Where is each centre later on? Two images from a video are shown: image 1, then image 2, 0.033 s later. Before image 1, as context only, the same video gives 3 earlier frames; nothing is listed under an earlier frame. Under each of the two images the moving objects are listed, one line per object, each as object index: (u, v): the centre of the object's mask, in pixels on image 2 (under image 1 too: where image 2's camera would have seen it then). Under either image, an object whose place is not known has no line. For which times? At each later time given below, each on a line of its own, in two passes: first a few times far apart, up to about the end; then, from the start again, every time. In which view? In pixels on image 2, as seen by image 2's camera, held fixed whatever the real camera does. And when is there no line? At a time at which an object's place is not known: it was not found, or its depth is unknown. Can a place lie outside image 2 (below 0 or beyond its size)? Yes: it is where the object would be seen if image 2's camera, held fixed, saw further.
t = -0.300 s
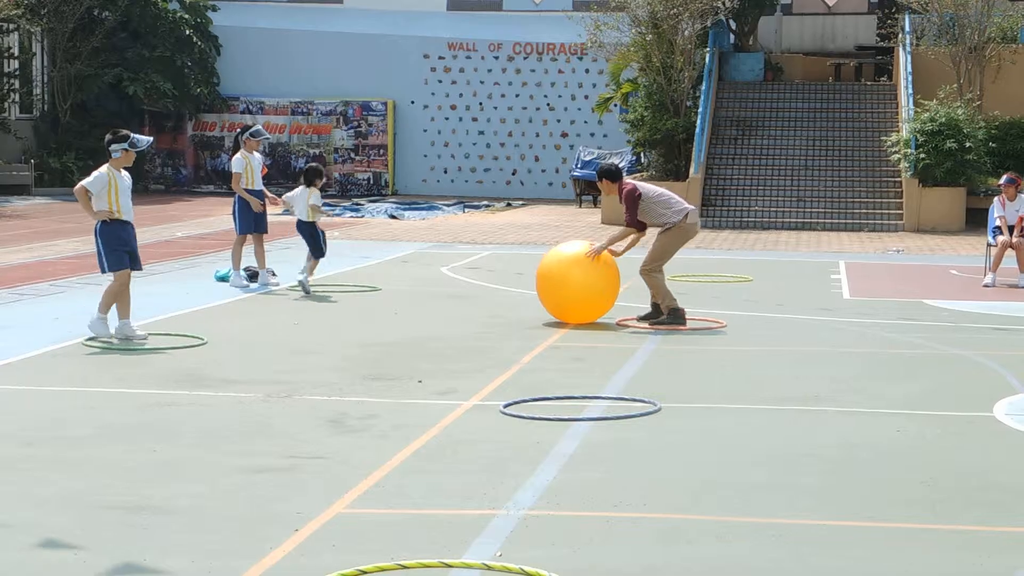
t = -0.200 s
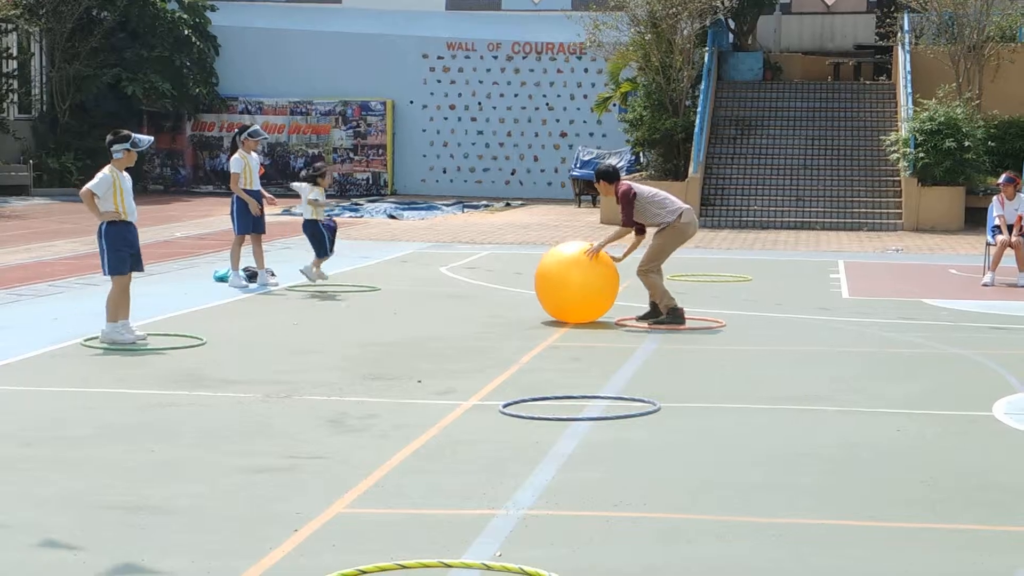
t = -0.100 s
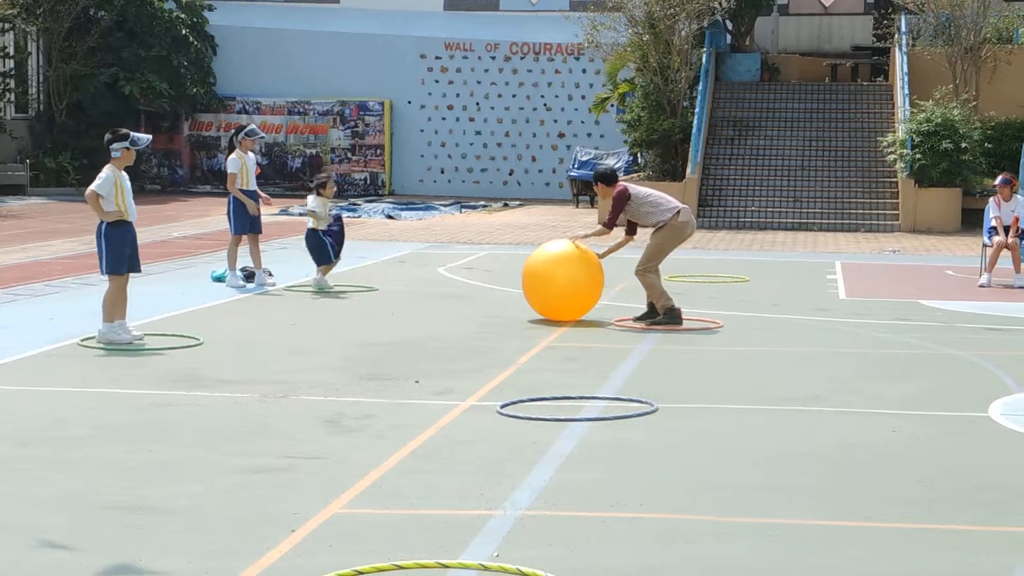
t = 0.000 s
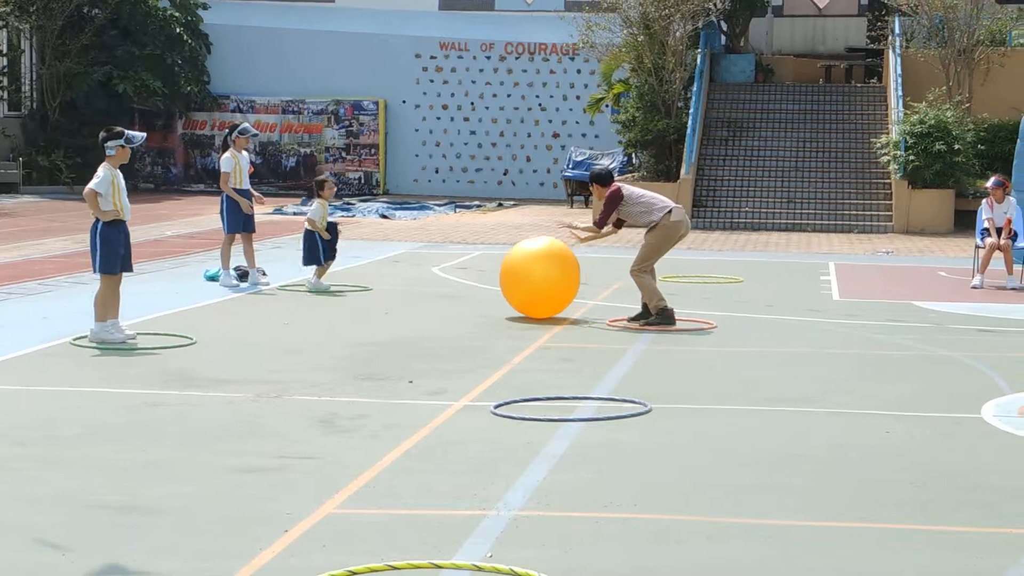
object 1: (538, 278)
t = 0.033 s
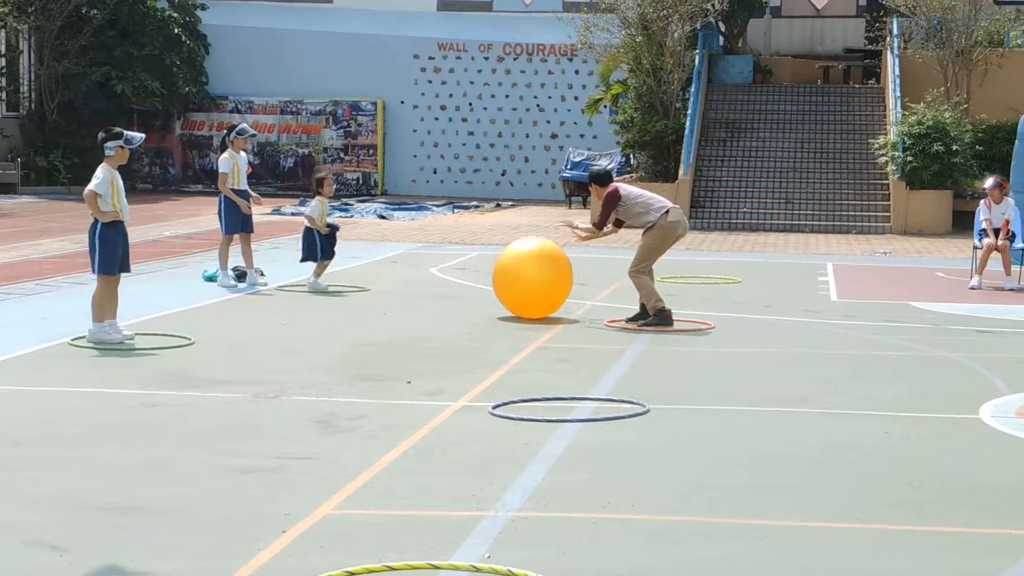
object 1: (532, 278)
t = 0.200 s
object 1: (507, 275)
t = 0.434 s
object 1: (476, 271)
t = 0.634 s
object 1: (450, 267)
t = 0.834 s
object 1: (424, 265)
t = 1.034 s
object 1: (399, 264)
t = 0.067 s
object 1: (527, 277)
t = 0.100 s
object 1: (522, 275)
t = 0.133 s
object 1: (517, 274)
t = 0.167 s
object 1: (512, 274)
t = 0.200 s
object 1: (507, 275)
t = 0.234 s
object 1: (502, 274)
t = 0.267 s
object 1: (498, 273)
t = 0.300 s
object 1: (493, 272)
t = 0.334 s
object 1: (489, 272)
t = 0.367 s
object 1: (484, 272)
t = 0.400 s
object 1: (480, 272)
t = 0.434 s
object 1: (476, 271)
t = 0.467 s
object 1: (471, 269)
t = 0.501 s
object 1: (467, 269)
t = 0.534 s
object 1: (463, 269)
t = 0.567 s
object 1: (459, 269)
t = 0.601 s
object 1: (454, 268)
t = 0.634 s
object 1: (450, 267)
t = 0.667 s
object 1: (446, 267)
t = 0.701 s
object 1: (442, 268)
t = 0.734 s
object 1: (437, 267)
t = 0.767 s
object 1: (433, 266)
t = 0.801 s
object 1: (429, 265)
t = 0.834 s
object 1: (424, 265)
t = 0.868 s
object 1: (420, 265)
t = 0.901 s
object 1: (416, 265)
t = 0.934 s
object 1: (412, 264)
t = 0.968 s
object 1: (408, 264)
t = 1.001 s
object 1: (403, 264)
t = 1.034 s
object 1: (399, 264)
